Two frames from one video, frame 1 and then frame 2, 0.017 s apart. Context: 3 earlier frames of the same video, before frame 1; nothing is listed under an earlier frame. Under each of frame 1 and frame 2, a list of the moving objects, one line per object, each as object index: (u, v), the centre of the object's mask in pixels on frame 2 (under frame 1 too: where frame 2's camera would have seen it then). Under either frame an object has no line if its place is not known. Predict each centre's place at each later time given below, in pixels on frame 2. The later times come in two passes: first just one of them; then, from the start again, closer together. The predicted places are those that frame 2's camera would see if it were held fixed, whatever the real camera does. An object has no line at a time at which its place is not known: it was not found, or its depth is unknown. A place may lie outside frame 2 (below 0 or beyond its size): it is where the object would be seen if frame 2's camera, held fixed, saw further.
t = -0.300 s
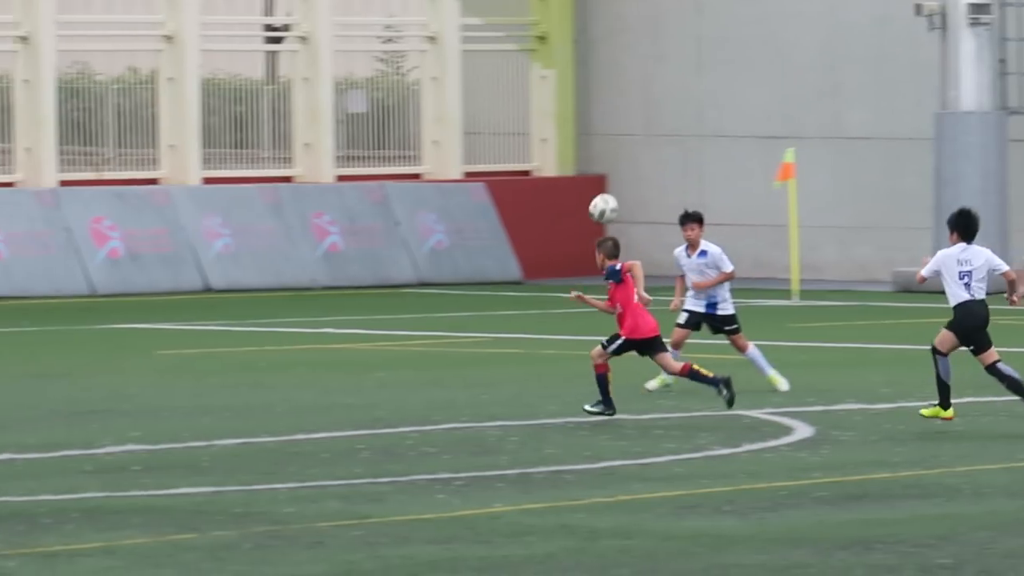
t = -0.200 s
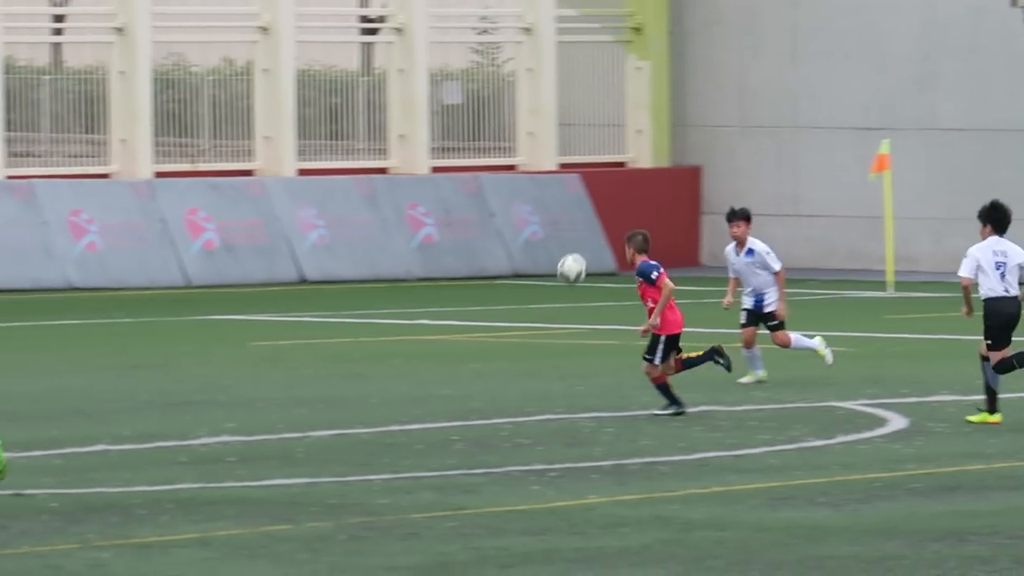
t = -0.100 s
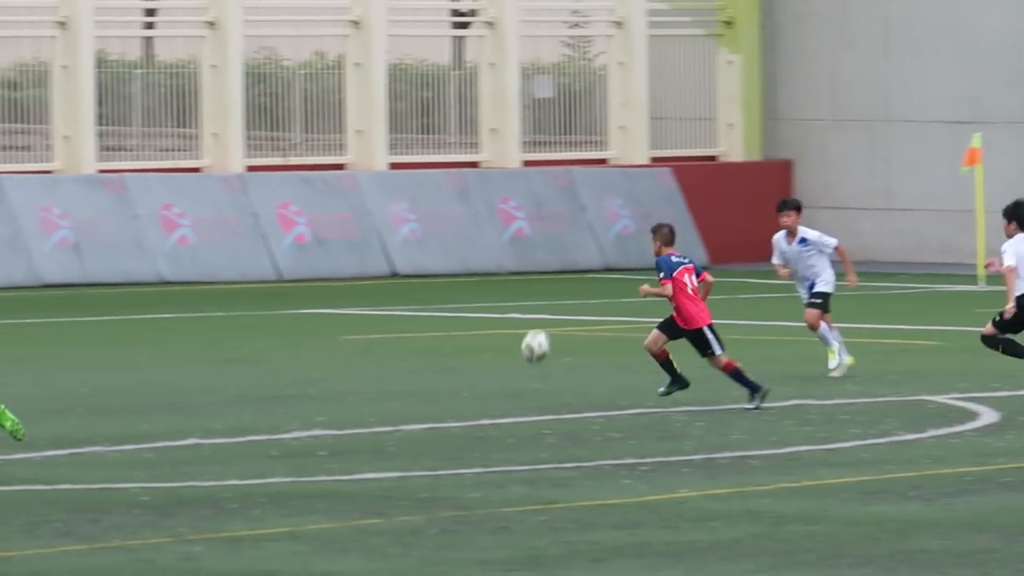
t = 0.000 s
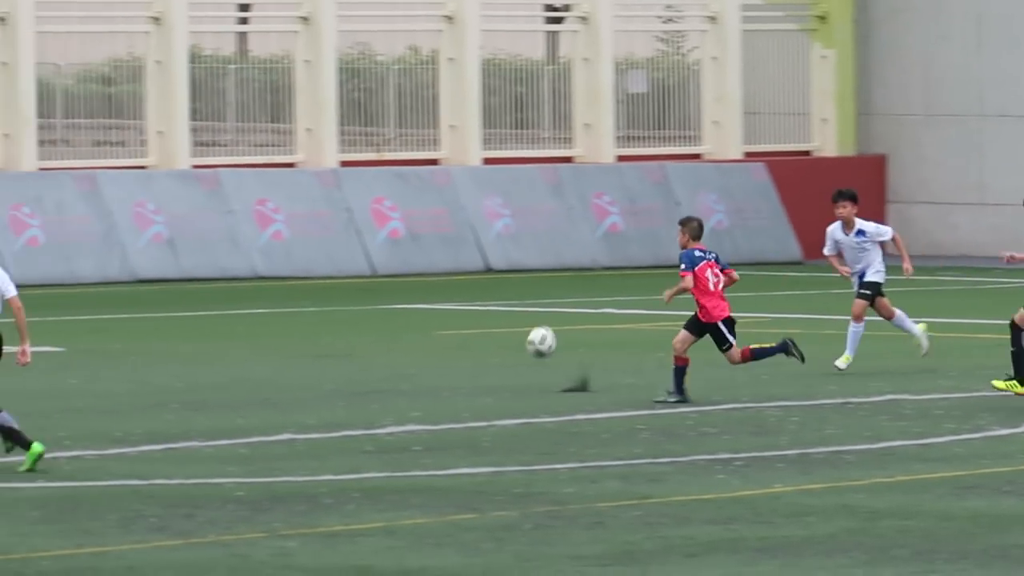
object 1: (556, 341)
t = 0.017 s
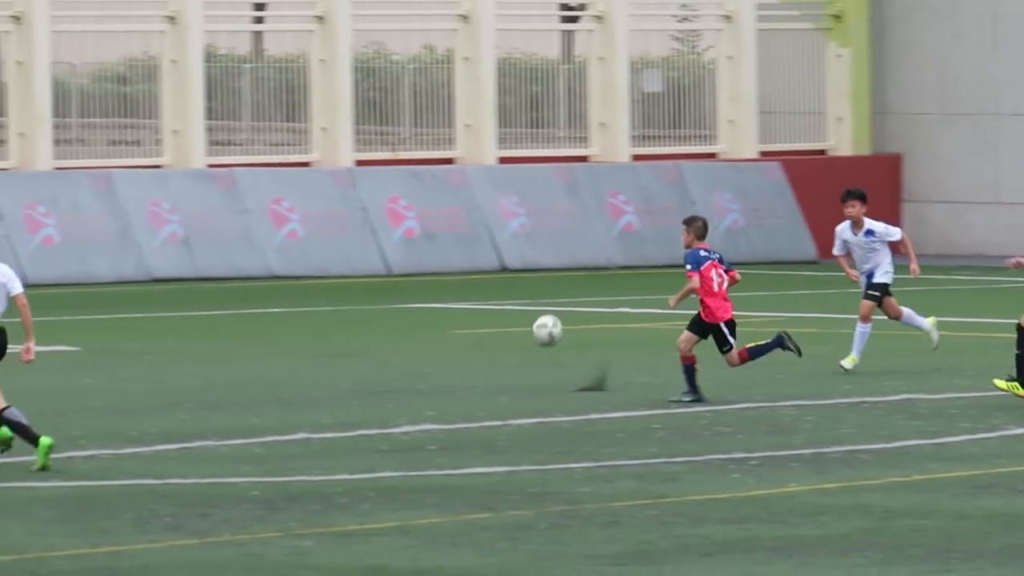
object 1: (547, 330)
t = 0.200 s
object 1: (439, 235)
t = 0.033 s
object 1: (538, 319)
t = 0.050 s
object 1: (528, 309)
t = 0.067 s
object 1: (518, 299)
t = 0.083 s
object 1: (508, 290)
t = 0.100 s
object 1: (499, 281)
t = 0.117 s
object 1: (489, 272)
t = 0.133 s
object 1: (479, 264)
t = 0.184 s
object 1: (449, 242)
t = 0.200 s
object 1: (439, 235)
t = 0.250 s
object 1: (409, 217)
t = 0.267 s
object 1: (399, 212)
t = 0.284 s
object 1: (389, 207)
